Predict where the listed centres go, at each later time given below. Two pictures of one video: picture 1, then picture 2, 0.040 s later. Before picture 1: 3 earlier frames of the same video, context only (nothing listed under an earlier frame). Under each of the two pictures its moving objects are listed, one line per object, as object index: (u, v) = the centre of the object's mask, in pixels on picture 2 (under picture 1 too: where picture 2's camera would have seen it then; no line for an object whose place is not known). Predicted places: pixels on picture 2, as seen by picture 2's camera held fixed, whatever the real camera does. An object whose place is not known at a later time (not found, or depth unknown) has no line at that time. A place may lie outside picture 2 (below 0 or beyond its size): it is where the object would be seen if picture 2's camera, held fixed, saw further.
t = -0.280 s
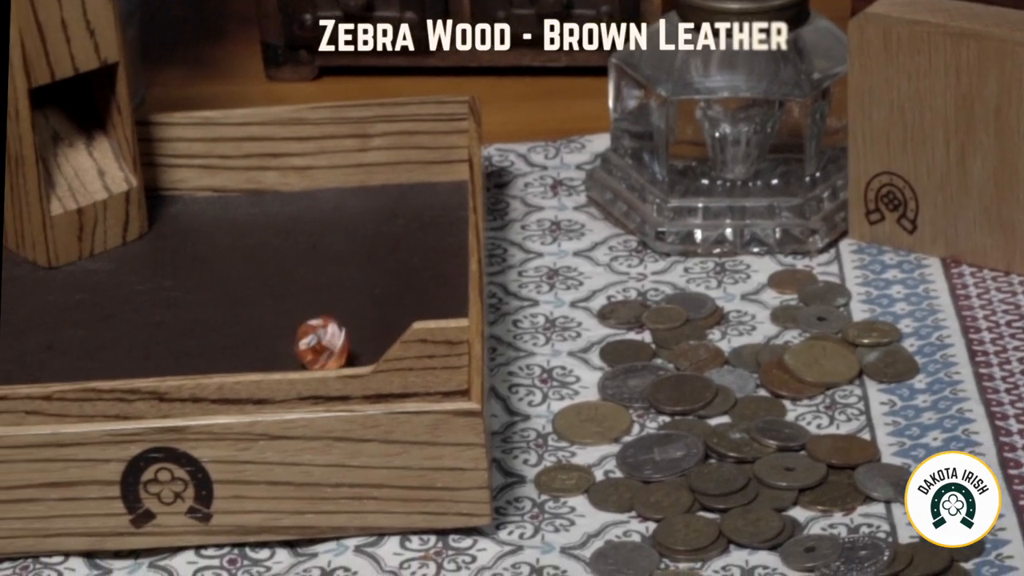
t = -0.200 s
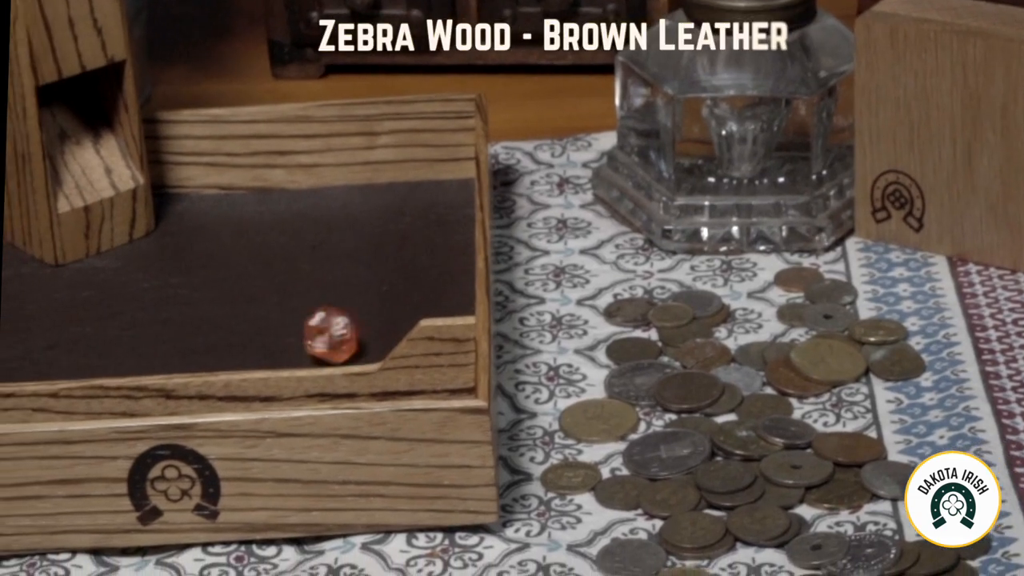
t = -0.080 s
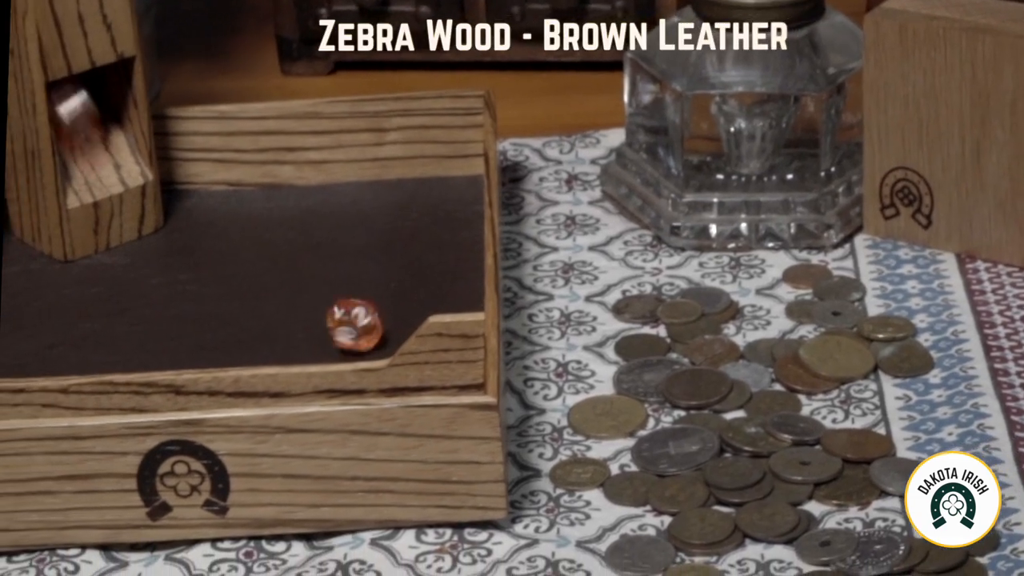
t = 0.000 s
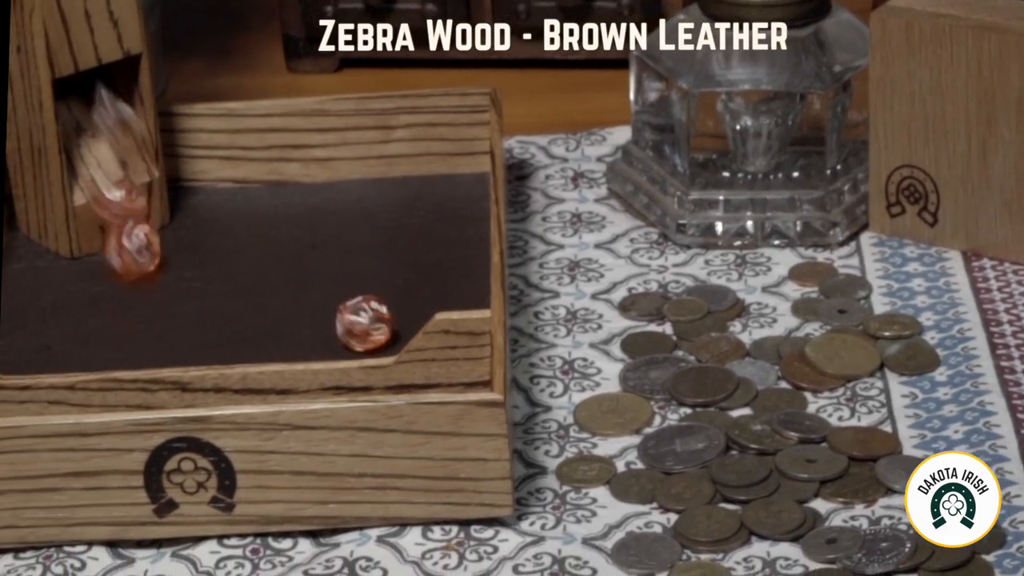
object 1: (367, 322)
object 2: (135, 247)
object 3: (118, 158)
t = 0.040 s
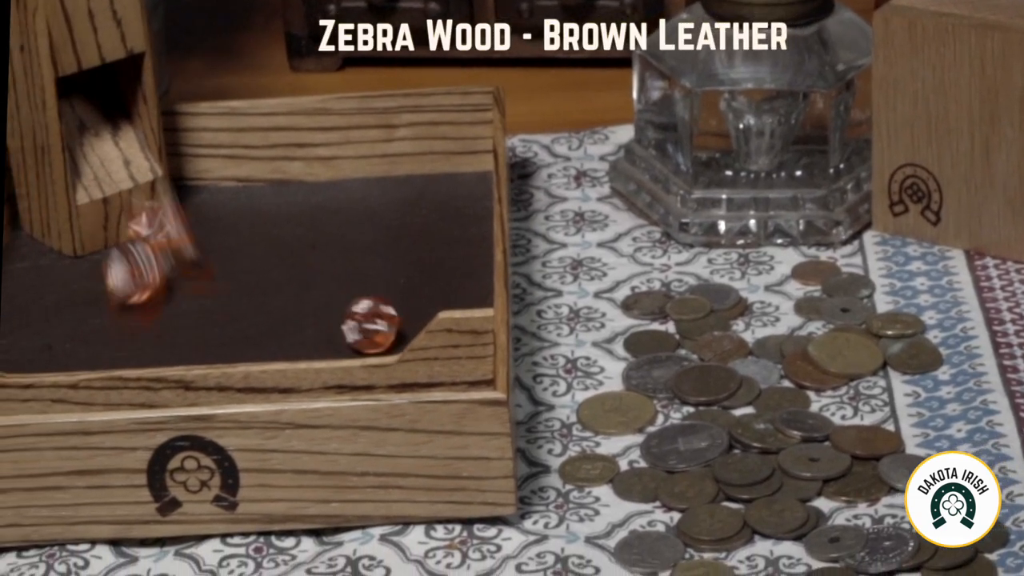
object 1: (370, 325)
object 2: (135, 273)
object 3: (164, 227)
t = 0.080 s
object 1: (378, 325)
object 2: (133, 307)
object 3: (179, 228)
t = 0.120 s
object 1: (383, 323)
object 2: (128, 335)
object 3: (198, 232)
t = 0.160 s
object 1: (385, 322)
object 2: (131, 349)
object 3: (218, 233)
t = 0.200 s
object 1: (390, 322)
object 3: (231, 232)
